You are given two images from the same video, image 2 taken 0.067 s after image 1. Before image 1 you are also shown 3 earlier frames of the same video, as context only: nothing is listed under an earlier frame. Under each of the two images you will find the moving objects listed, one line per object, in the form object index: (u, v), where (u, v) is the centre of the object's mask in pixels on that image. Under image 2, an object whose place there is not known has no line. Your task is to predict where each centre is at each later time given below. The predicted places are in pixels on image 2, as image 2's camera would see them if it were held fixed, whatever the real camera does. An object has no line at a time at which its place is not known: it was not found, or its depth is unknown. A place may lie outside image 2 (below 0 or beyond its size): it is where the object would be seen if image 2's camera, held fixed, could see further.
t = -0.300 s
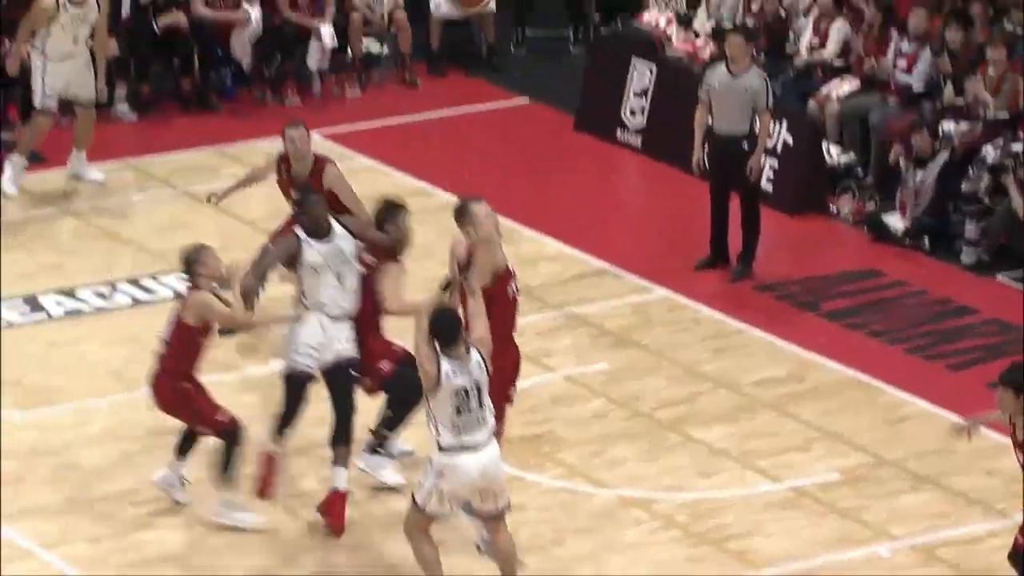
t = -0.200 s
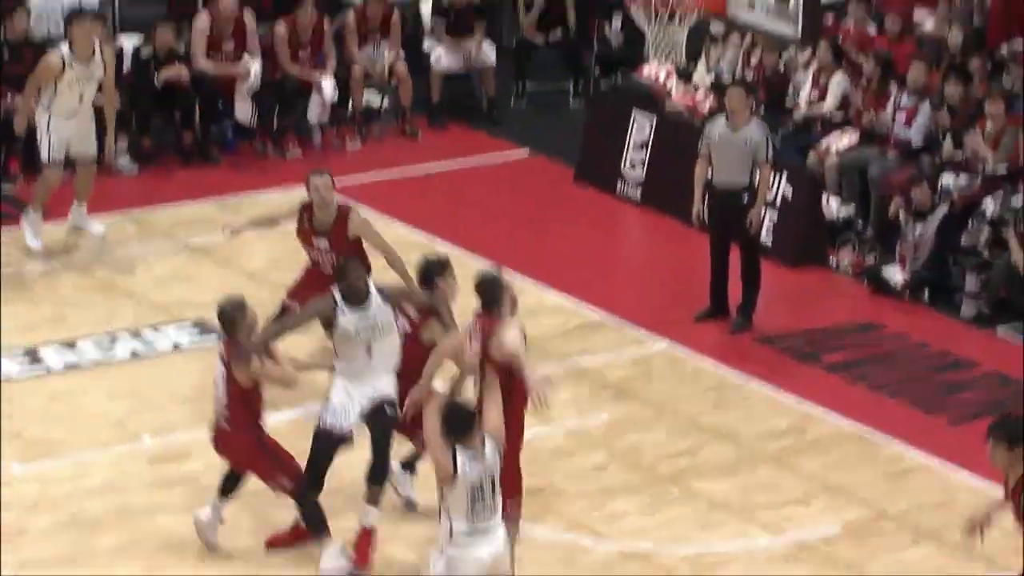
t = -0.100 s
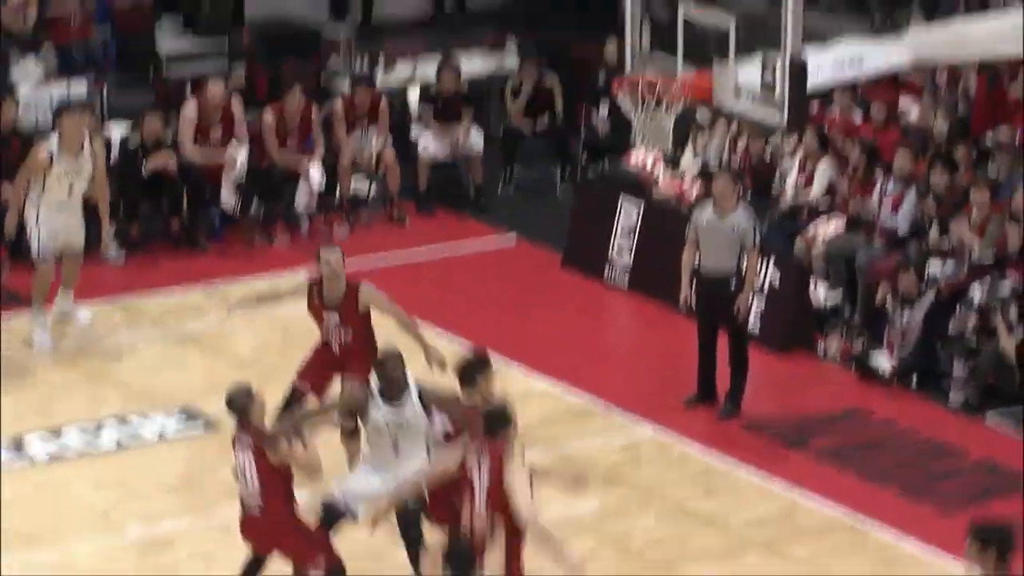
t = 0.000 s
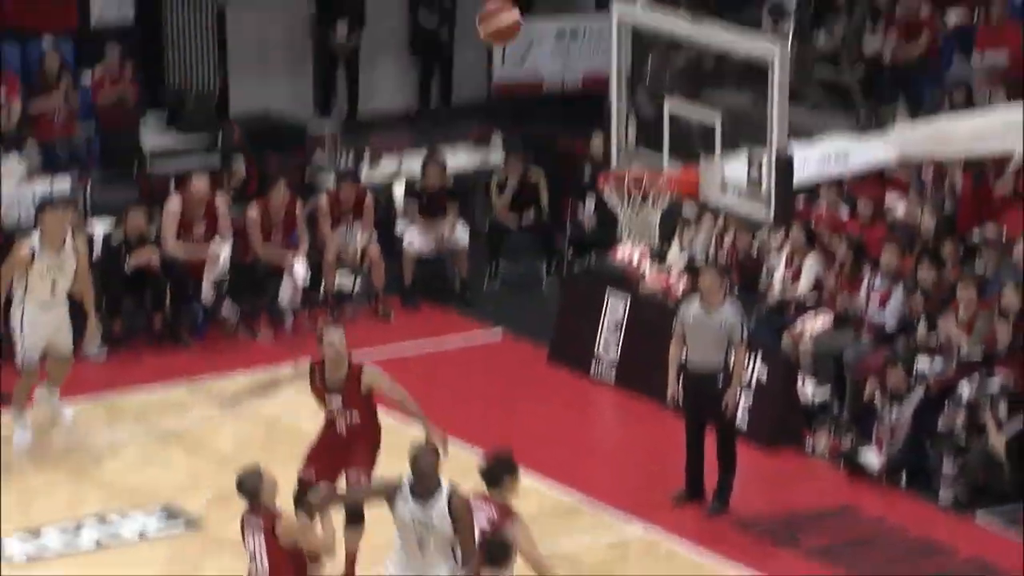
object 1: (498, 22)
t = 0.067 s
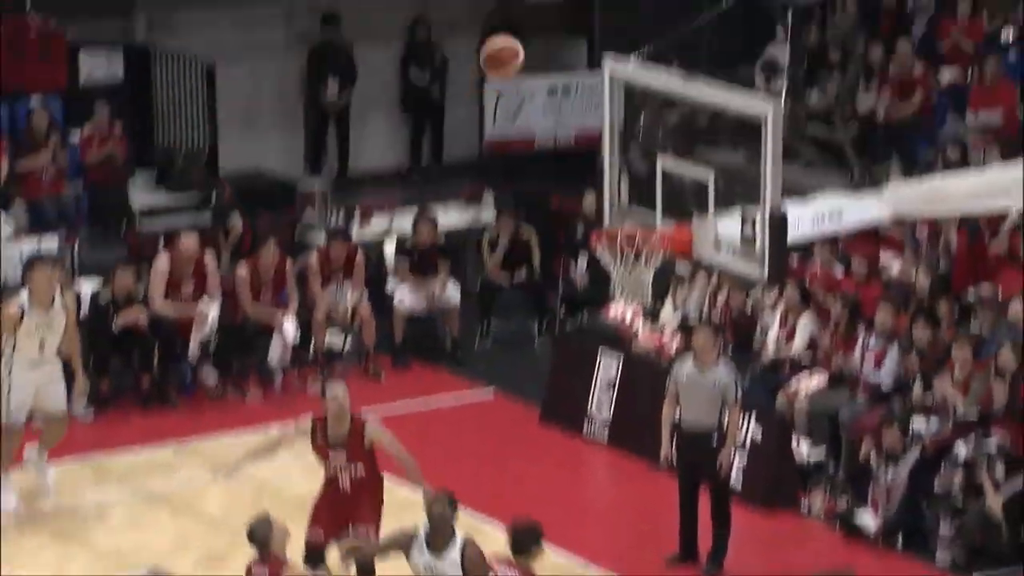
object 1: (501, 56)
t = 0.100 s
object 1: (508, 51)
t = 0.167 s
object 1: (519, 40)
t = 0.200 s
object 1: (525, 39)
